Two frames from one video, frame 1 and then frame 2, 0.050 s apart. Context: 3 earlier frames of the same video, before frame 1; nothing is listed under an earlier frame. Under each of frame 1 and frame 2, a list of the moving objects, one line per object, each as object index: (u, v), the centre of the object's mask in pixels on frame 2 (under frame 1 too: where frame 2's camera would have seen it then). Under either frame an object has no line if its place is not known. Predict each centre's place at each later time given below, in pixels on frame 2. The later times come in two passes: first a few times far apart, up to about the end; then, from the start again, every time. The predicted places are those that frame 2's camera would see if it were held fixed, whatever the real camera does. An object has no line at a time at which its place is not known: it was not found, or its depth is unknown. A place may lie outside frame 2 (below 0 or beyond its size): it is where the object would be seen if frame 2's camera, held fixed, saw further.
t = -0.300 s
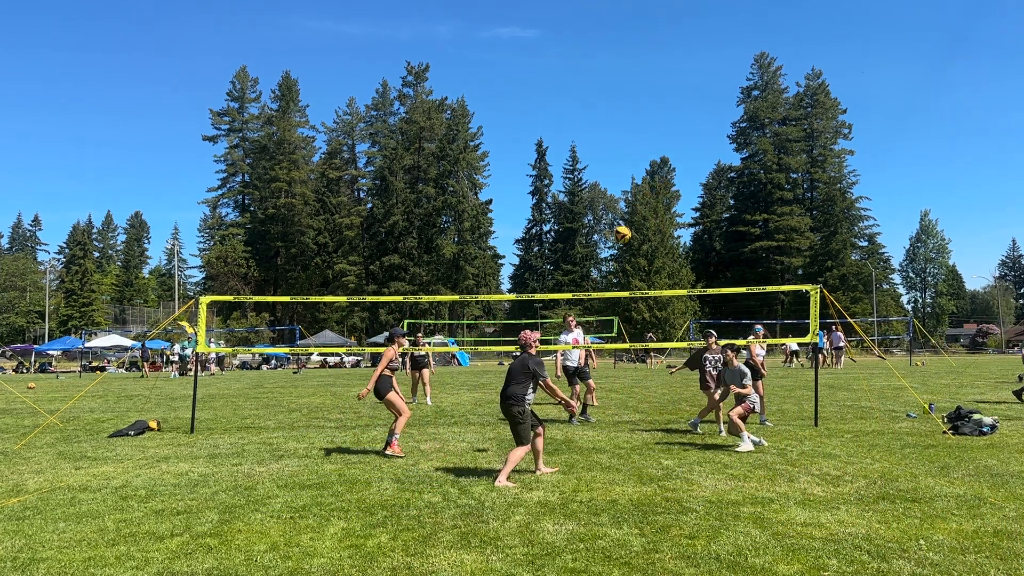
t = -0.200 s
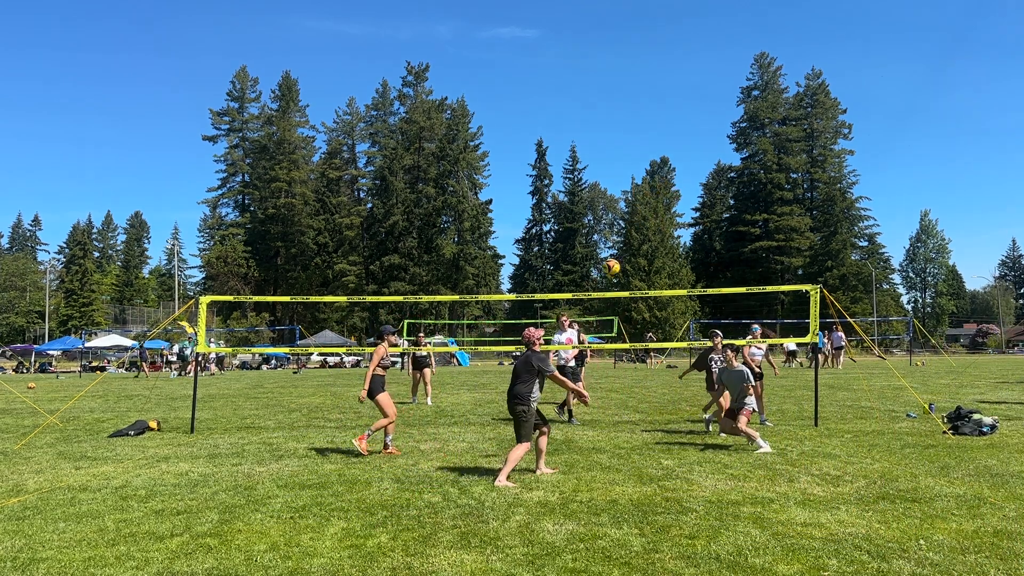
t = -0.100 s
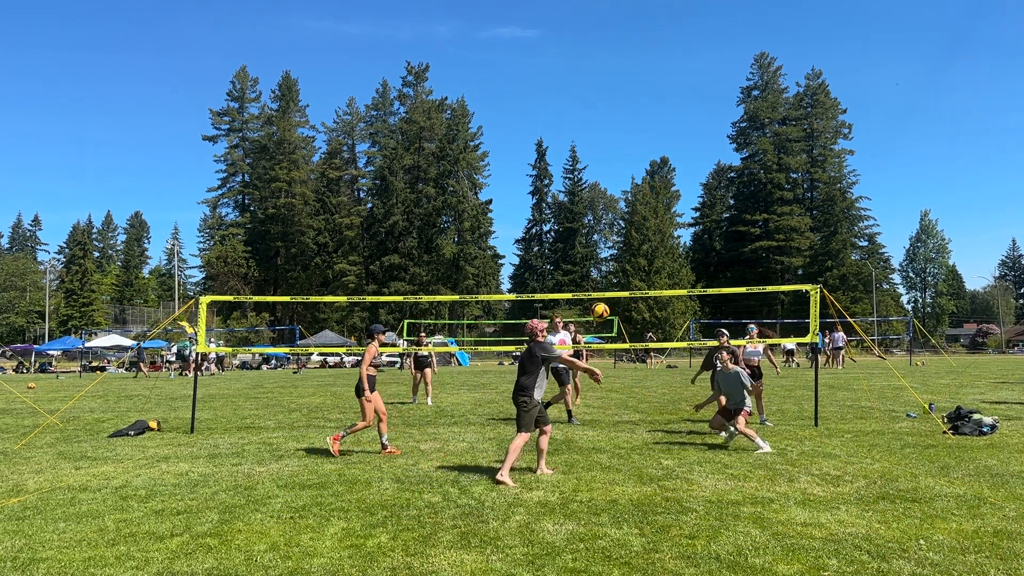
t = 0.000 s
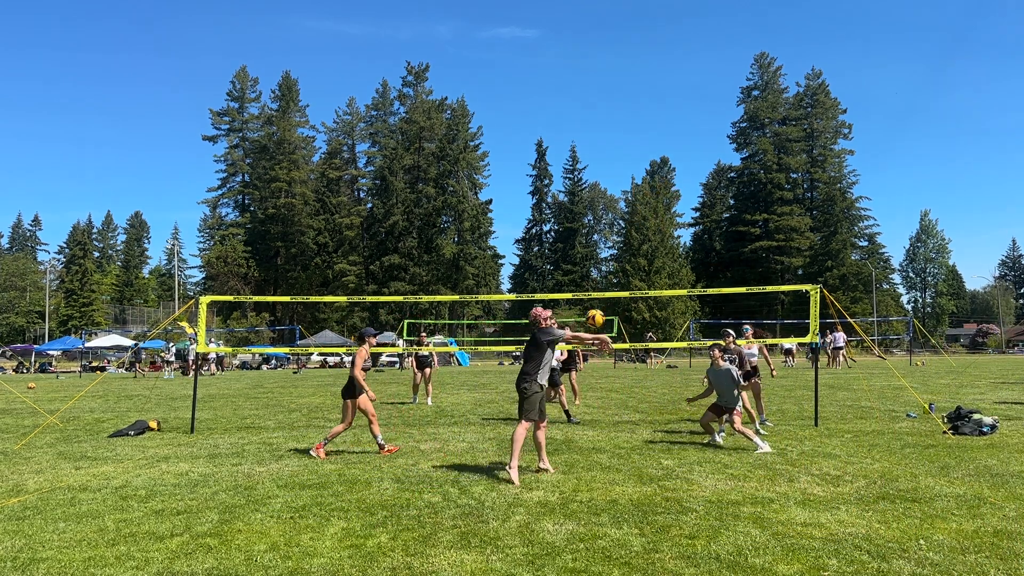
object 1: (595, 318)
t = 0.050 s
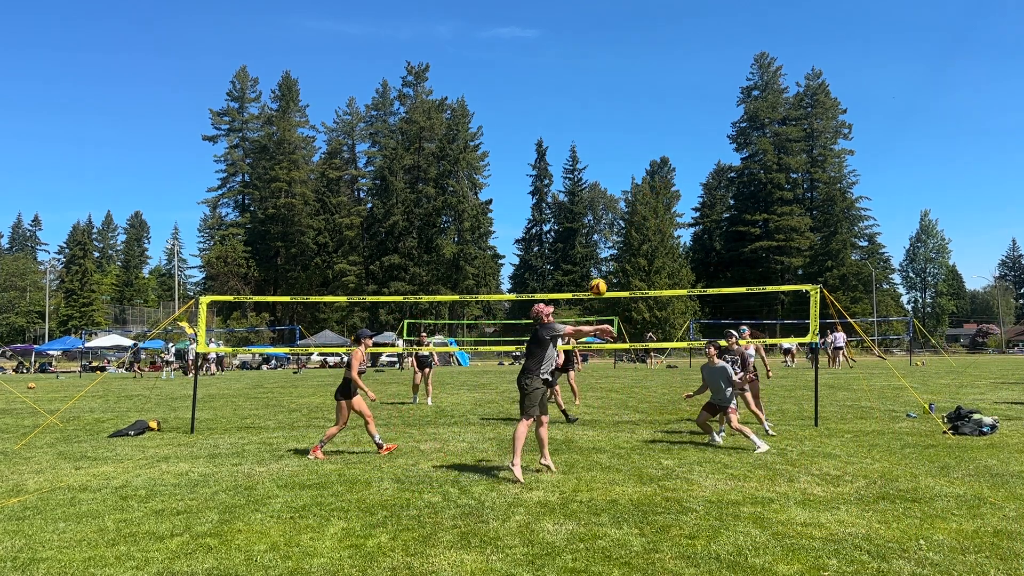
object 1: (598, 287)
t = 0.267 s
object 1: (610, 187)
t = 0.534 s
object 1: (623, 130)
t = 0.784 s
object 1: (637, 128)
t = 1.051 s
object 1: (651, 173)
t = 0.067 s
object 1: (598, 279)
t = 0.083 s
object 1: (600, 269)
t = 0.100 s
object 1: (600, 260)
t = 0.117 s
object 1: (601, 251)
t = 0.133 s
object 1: (602, 243)
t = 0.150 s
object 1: (603, 235)
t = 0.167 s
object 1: (605, 228)
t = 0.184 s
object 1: (605, 220)
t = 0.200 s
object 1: (606, 213)
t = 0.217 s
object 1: (607, 206)
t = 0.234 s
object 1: (608, 200)
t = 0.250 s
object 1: (609, 193)
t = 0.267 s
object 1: (610, 187)
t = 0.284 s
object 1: (610, 182)
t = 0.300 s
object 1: (611, 177)
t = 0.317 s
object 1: (612, 172)
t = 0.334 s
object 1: (613, 167)
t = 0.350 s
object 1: (614, 163)
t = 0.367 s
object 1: (614, 159)
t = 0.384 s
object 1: (615, 155)
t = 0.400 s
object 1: (616, 151)
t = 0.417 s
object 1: (617, 147)
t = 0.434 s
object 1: (618, 144)
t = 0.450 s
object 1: (619, 141)
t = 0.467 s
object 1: (620, 138)
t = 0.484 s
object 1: (621, 136)
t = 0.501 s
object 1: (622, 134)
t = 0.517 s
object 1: (623, 132)
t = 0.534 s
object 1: (623, 130)
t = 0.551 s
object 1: (624, 128)
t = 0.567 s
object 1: (625, 127)
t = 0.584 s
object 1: (626, 126)
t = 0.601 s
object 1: (627, 125)
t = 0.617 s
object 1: (628, 124)
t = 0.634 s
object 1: (629, 124)
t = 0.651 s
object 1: (630, 123)
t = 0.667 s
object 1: (630, 123)
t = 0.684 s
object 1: (631, 123)
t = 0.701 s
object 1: (632, 123)
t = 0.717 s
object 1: (633, 124)
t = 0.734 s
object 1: (634, 125)
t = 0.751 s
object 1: (635, 126)
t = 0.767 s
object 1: (636, 127)
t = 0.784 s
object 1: (637, 128)
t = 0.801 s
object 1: (638, 130)
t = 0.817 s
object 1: (638, 131)
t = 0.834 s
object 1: (639, 133)
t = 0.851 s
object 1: (640, 135)
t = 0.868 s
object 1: (641, 137)
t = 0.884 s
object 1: (642, 140)
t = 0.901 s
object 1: (643, 142)
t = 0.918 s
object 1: (644, 145)
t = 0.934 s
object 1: (645, 148)
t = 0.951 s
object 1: (646, 151)
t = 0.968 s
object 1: (646, 154)
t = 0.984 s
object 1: (648, 158)
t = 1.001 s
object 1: (648, 161)
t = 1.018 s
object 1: (650, 166)
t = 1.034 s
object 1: (650, 168)
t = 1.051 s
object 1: (651, 173)
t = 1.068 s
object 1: (652, 177)
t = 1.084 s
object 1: (653, 181)
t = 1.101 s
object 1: (654, 186)
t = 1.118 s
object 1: (655, 191)
